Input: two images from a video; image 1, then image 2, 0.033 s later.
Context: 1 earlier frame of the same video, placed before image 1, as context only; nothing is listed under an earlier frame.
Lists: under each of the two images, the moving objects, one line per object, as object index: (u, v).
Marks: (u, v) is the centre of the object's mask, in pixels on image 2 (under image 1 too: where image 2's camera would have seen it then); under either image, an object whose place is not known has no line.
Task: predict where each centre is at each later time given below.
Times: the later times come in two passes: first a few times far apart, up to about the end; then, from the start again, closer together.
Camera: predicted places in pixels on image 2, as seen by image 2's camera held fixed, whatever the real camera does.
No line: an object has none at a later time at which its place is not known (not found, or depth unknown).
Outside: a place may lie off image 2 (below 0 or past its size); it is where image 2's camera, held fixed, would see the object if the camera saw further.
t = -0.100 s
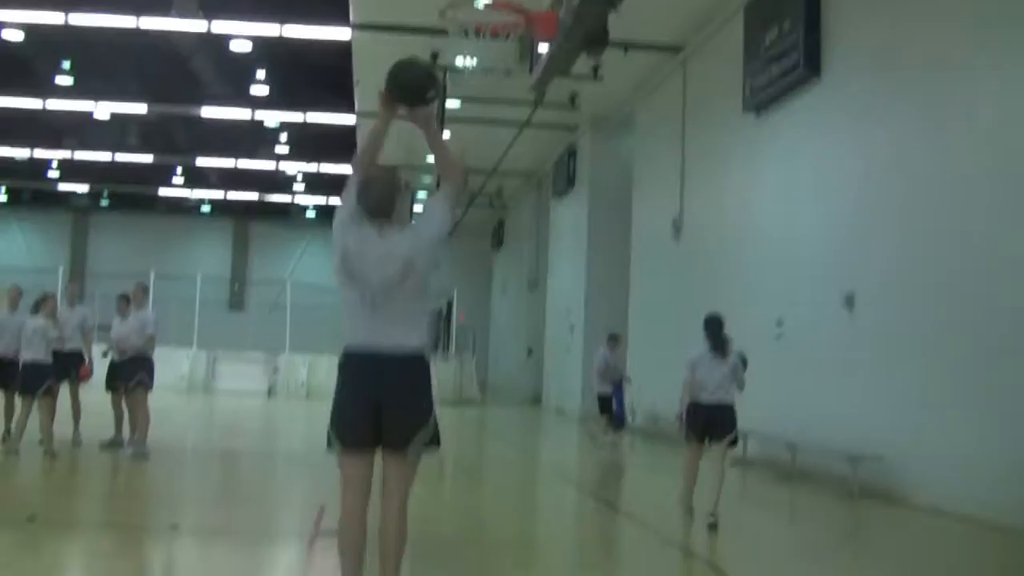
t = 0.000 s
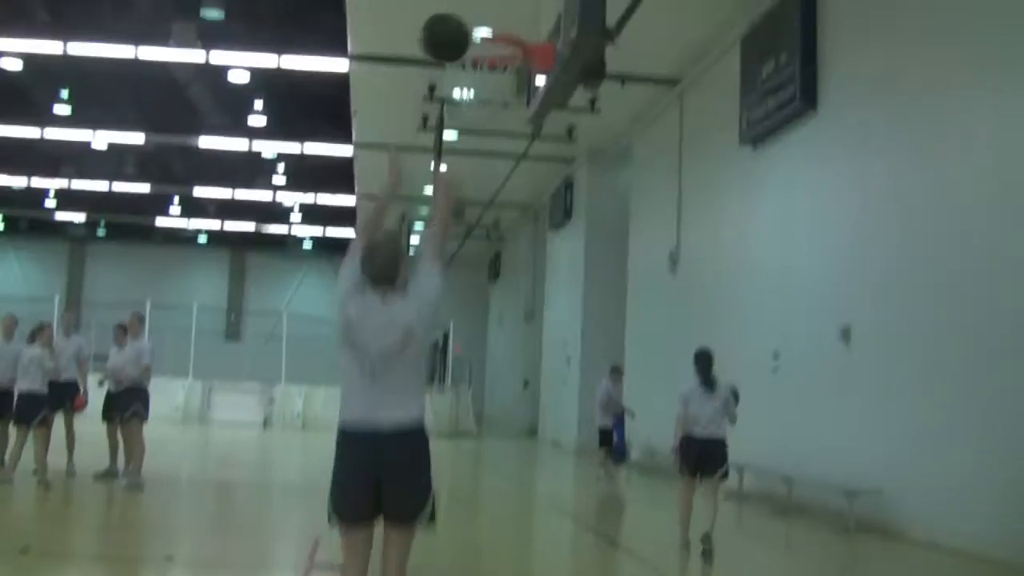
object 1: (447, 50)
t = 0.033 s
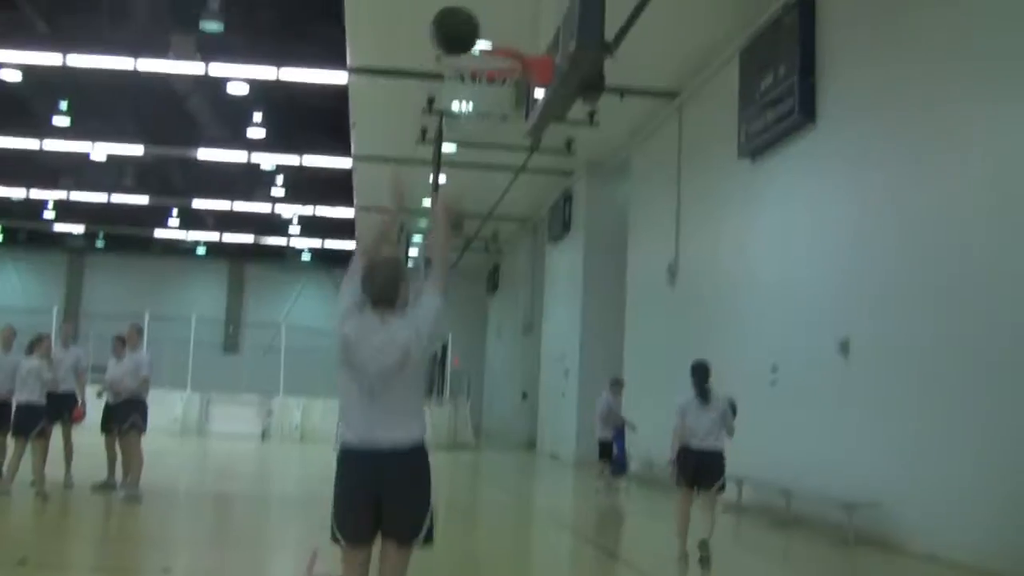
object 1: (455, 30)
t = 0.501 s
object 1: (514, 7)
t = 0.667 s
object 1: (466, 85)
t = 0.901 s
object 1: (435, 135)
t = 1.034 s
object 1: (415, 196)
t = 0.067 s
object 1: (464, 14)
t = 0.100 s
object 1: (473, 1)
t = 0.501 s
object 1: (514, 7)
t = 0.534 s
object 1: (504, 18)
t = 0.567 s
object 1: (495, 30)
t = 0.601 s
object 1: (485, 45)
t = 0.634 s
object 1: (475, 70)
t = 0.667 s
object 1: (466, 85)
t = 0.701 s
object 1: (459, 95)
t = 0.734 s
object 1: (452, 101)
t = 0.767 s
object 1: (447, 106)
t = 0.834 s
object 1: (440, 115)
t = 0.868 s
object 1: (436, 125)
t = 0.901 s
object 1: (435, 135)
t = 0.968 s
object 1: (425, 163)
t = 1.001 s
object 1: (419, 179)
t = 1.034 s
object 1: (415, 196)
